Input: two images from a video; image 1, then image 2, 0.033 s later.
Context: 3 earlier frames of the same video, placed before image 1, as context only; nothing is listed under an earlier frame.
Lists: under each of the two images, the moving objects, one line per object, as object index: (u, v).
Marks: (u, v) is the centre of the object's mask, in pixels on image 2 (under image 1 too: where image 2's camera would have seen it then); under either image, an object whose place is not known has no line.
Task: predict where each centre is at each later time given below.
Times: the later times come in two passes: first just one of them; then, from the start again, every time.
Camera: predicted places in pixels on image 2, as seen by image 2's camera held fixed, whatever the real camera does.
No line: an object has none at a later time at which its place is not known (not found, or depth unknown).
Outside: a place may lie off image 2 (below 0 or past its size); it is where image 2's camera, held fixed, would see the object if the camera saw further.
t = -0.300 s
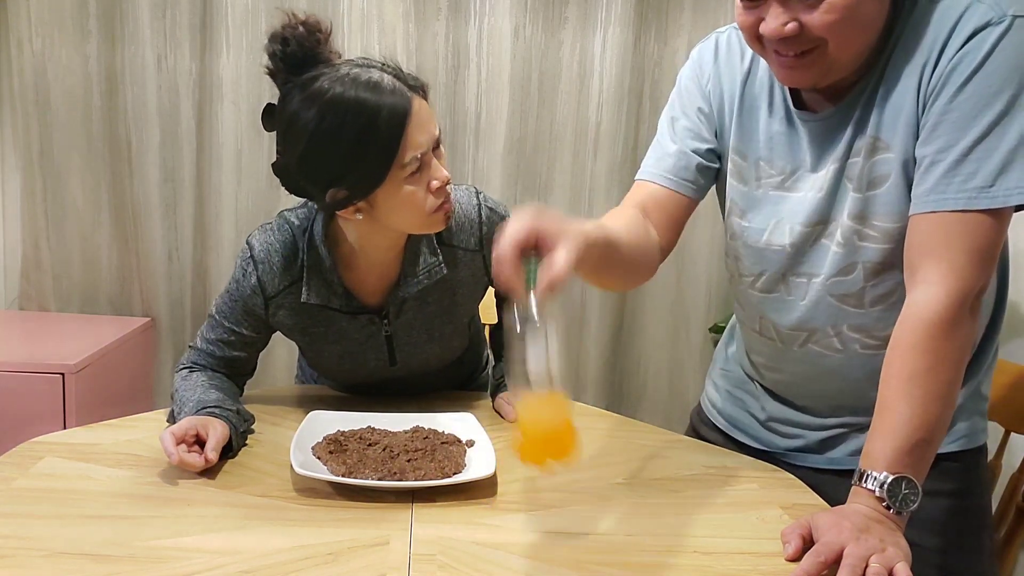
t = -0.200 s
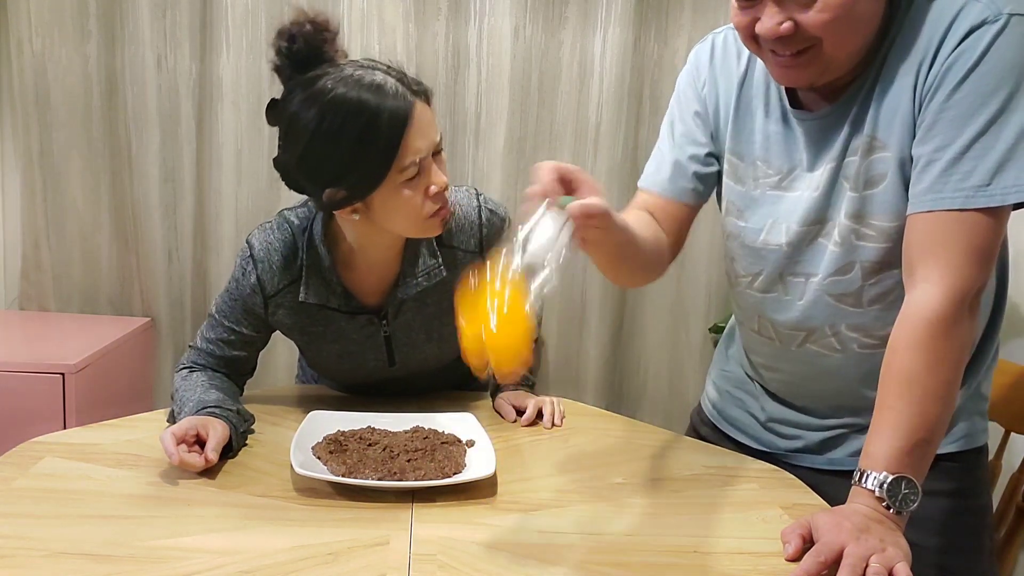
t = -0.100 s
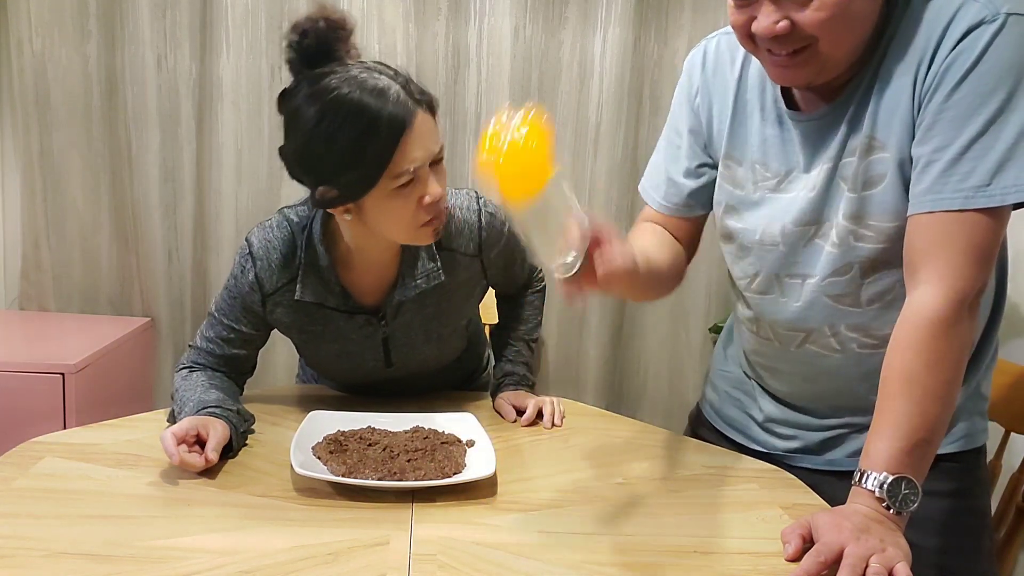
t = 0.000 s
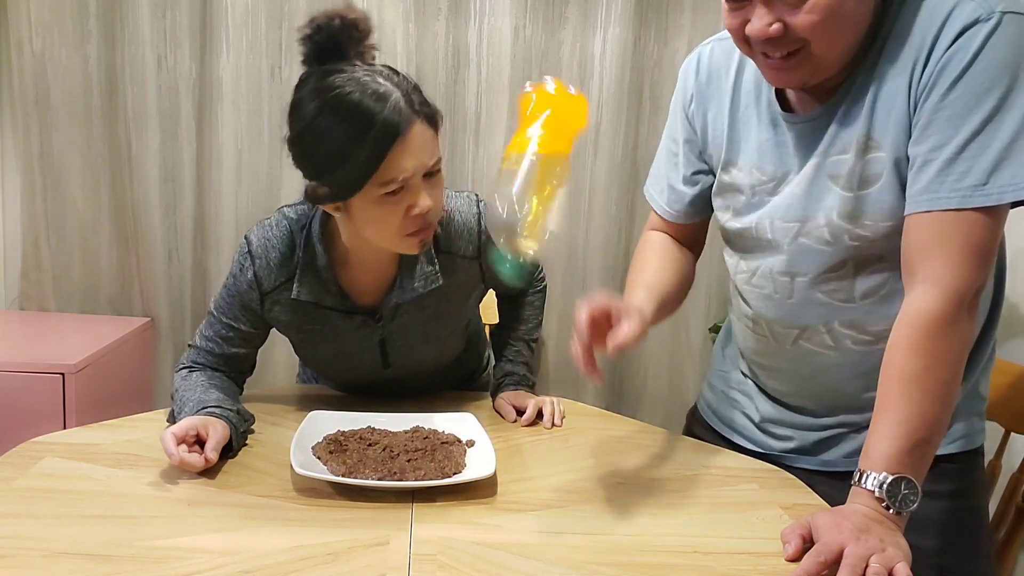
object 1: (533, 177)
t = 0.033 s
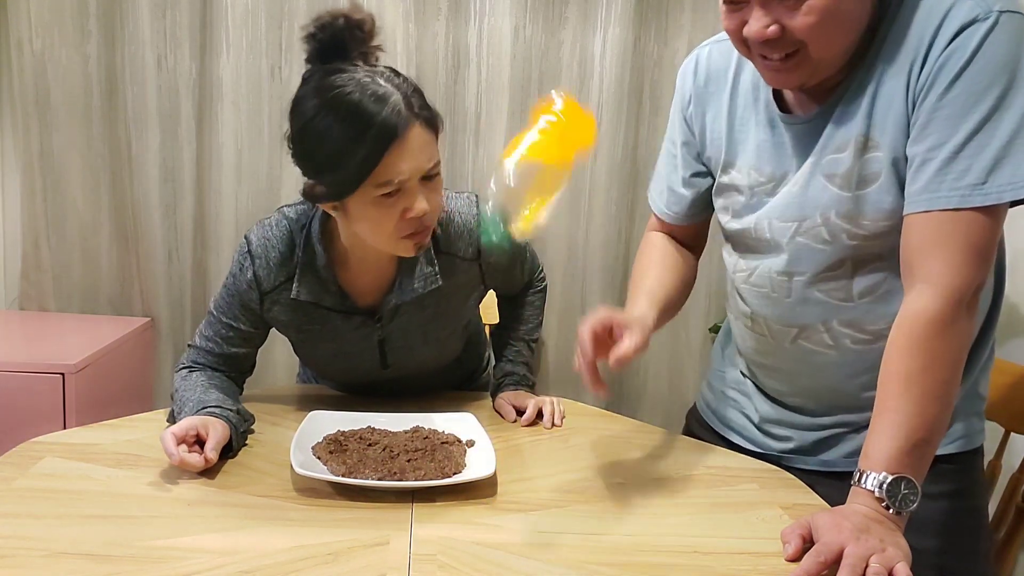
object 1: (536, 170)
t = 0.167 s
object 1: (553, 245)
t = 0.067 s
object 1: (540, 171)
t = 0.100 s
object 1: (543, 186)
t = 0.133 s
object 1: (549, 211)
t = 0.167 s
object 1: (553, 245)
